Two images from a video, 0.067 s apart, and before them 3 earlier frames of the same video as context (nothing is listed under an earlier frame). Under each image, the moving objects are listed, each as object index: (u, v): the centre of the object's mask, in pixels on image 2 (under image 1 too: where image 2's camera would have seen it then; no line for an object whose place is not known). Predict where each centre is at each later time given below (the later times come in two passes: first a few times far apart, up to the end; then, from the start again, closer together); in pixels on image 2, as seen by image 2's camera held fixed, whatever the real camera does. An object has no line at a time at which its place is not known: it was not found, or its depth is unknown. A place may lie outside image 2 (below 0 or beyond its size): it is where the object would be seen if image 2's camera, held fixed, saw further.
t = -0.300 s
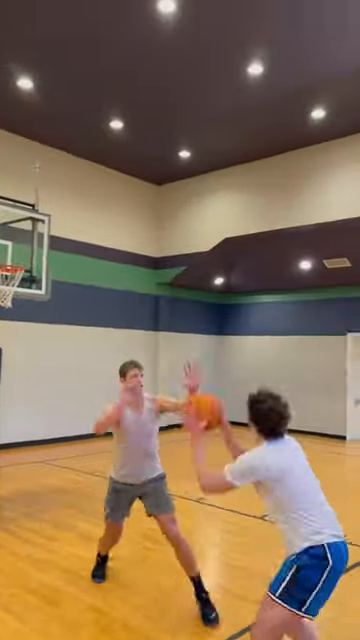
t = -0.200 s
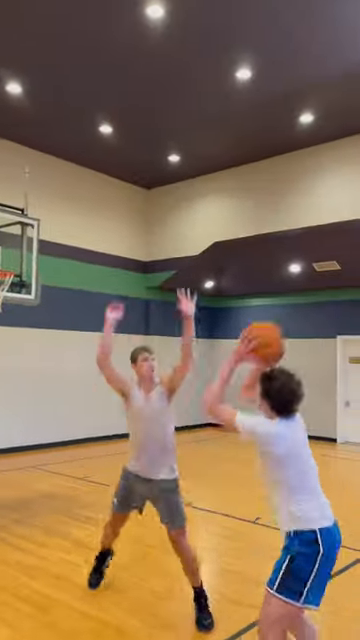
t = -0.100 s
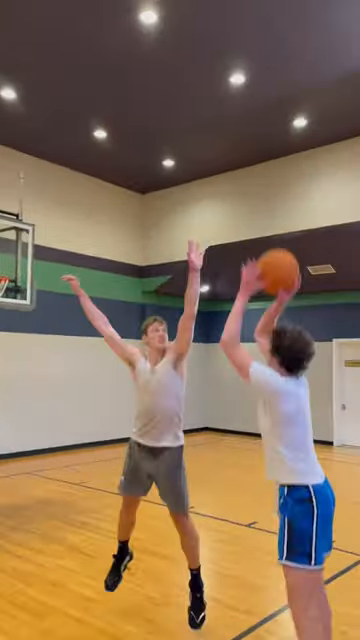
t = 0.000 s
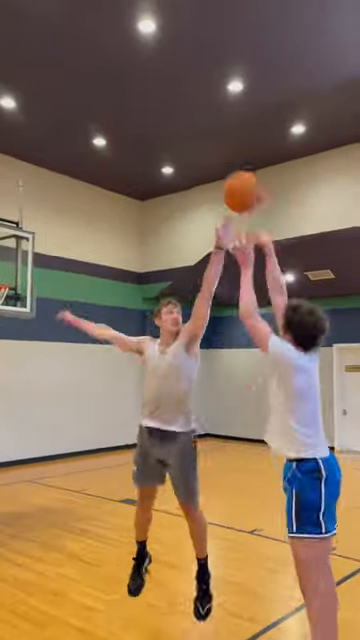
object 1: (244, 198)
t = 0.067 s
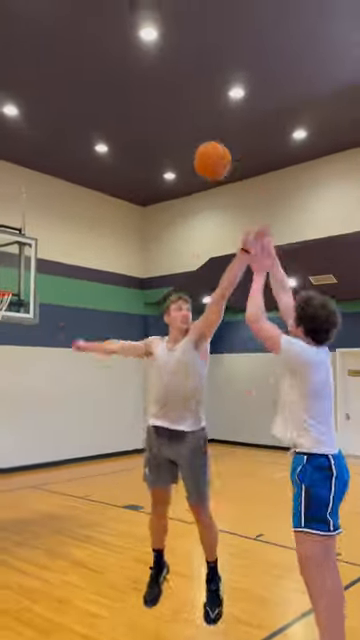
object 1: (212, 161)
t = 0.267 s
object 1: (140, 108)
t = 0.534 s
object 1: (76, 119)
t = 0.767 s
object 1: (36, 173)
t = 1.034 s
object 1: (0, 266)
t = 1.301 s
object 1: (-3, 223)
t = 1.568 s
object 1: (1, 184)
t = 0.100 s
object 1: (199, 146)
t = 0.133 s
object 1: (186, 135)
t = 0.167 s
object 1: (172, 126)
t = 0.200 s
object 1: (161, 118)
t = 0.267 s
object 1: (140, 108)
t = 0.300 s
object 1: (130, 105)
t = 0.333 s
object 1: (121, 104)
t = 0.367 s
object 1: (113, 104)
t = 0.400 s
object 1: (105, 105)
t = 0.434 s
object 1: (97, 107)
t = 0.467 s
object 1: (89, 110)
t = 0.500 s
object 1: (82, 114)
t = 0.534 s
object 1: (76, 119)
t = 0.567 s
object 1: (70, 125)
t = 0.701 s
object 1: (48, 157)
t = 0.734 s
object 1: (42, 163)
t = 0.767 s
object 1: (36, 173)
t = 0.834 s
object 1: (27, 195)
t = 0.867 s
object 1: (22, 207)
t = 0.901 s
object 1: (18, 217)
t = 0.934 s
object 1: (13, 229)
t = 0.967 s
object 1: (8, 242)
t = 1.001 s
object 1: (4, 255)
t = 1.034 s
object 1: (0, 266)
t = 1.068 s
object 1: (-4, 280)
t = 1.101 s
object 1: (-6, 281)
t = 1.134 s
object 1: (-5, 270)
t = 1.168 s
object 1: (-4, 259)
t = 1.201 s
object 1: (-4, 250)
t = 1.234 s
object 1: (-3, 240)
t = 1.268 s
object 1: (-3, 231)
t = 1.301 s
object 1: (-3, 223)
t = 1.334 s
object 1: (-2, 216)
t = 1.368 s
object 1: (-2, 209)
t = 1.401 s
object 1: (-2, 202)
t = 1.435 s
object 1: (-1, 198)
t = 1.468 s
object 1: (0, 192)
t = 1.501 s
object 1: (0, 188)
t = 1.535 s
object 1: (1, 185)
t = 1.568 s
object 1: (1, 184)
